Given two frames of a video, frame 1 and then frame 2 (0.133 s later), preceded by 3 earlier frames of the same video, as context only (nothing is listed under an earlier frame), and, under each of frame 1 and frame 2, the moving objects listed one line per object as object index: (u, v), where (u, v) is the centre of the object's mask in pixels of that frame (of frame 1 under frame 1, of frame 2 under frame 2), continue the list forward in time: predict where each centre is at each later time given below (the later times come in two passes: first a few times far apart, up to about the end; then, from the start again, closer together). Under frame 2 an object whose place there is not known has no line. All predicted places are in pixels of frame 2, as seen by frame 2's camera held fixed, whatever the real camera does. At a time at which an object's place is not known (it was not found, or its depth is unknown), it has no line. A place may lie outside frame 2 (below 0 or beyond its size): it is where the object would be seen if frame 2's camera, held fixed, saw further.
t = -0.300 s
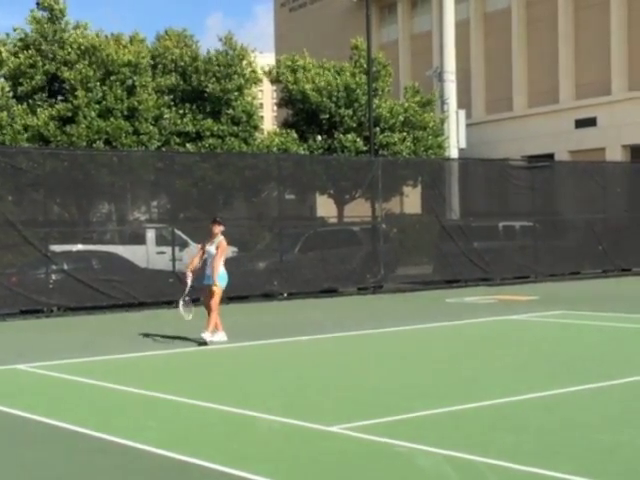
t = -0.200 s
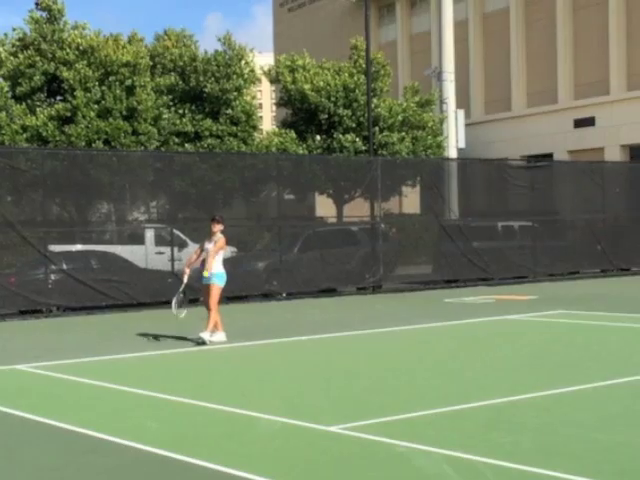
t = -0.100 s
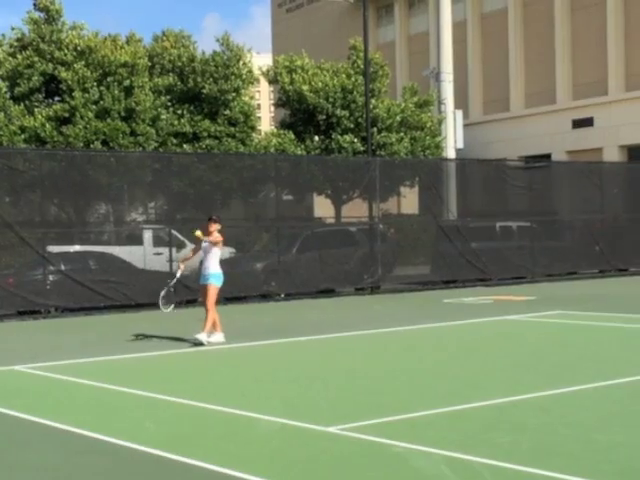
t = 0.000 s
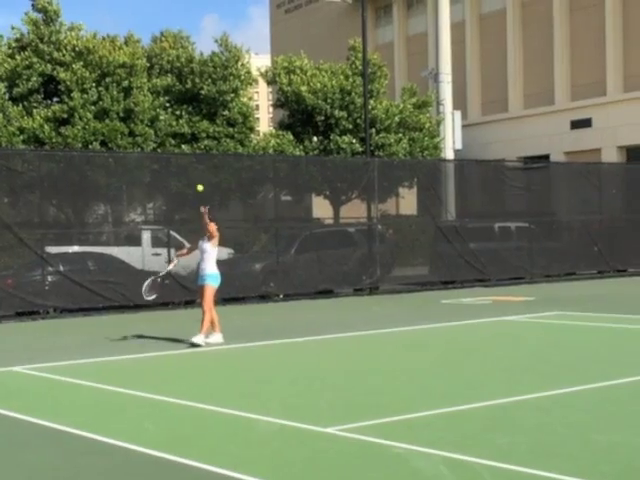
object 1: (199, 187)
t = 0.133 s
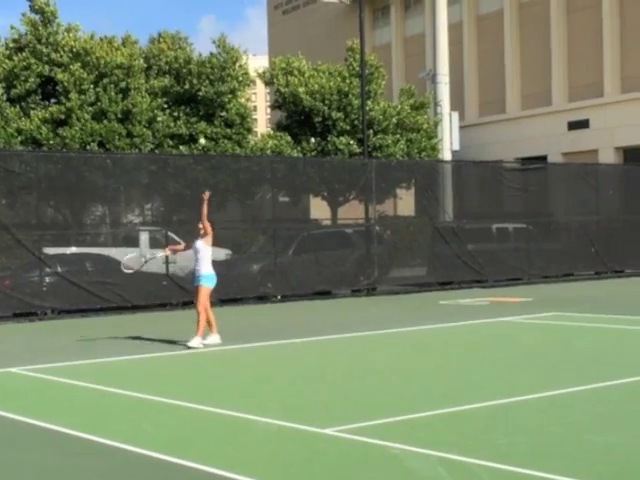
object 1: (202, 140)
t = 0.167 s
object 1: (203, 131)
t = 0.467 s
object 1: (214, 87)
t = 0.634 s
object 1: (222, 91)
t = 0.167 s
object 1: (203, 131)
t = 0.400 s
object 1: (212, 90)
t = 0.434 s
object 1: (213, 88)
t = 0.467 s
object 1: (214, 87)
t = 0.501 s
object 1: (216, 87)
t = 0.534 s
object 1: (218, 86)
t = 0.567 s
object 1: (219, 87)
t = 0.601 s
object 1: (220, 89)
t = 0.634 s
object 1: (222, 91)
